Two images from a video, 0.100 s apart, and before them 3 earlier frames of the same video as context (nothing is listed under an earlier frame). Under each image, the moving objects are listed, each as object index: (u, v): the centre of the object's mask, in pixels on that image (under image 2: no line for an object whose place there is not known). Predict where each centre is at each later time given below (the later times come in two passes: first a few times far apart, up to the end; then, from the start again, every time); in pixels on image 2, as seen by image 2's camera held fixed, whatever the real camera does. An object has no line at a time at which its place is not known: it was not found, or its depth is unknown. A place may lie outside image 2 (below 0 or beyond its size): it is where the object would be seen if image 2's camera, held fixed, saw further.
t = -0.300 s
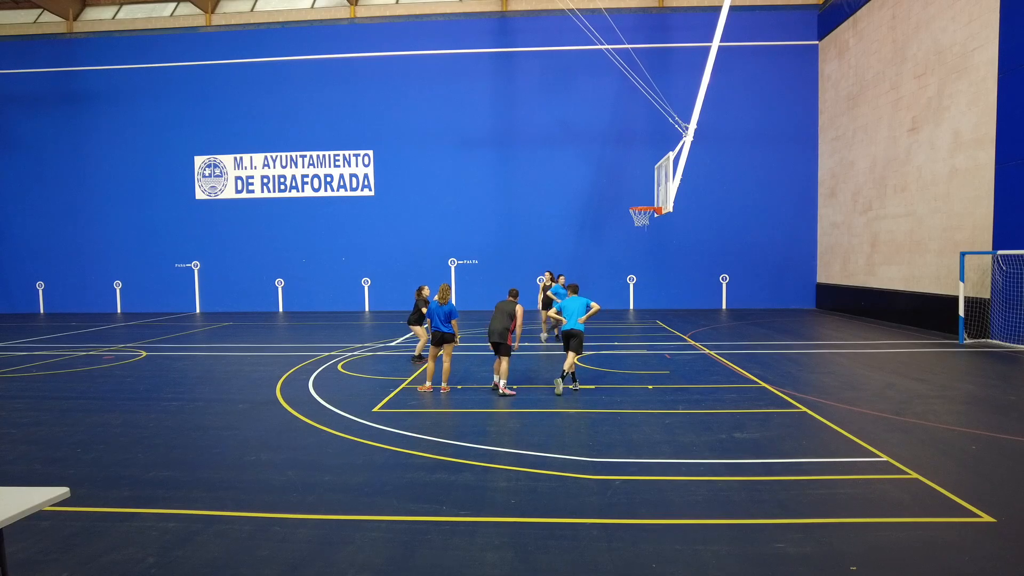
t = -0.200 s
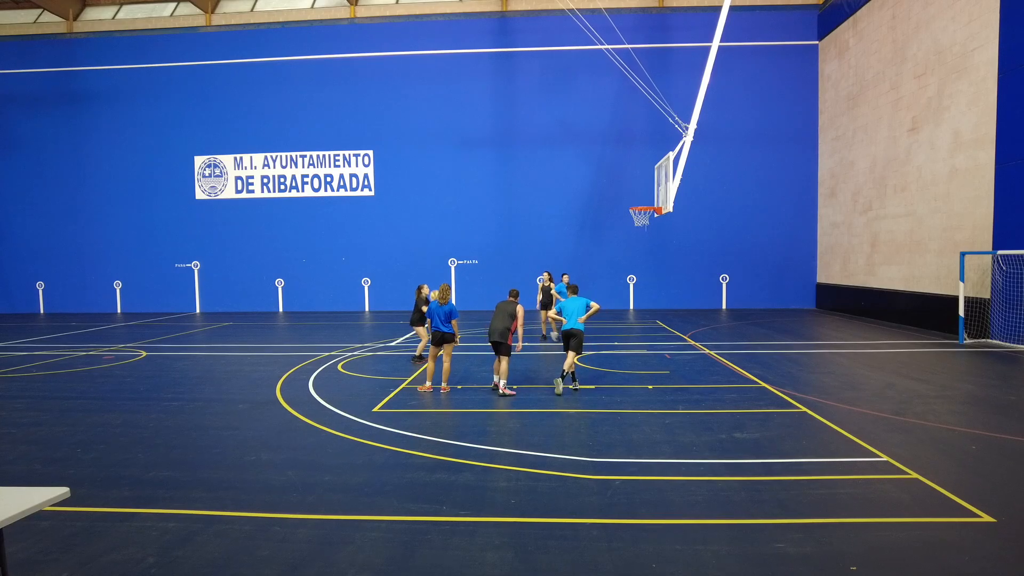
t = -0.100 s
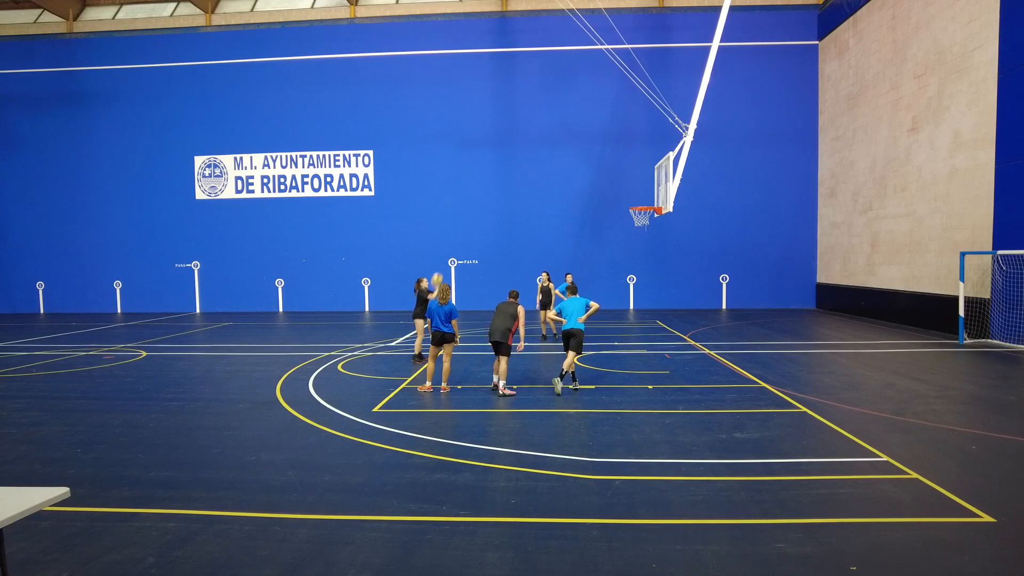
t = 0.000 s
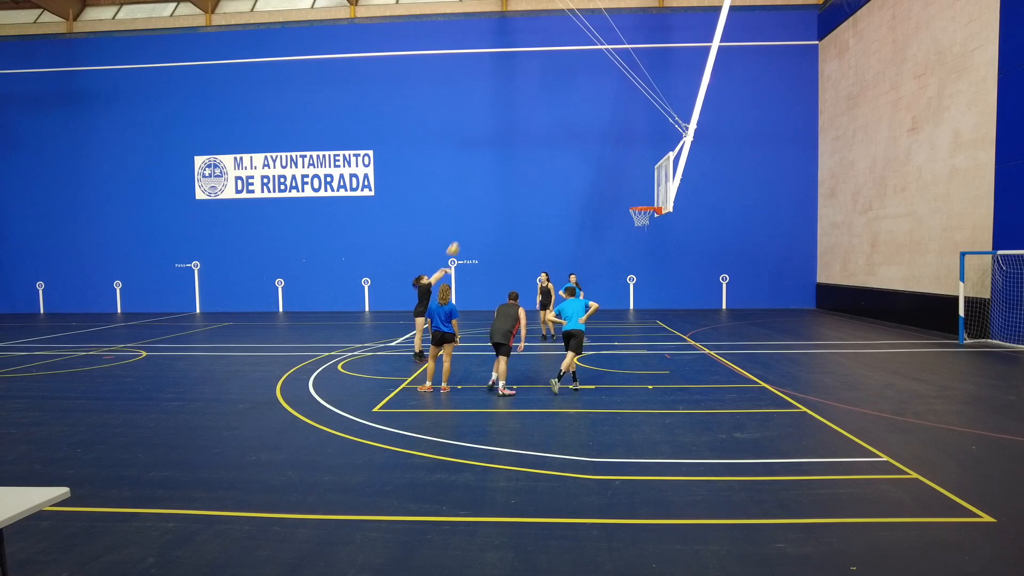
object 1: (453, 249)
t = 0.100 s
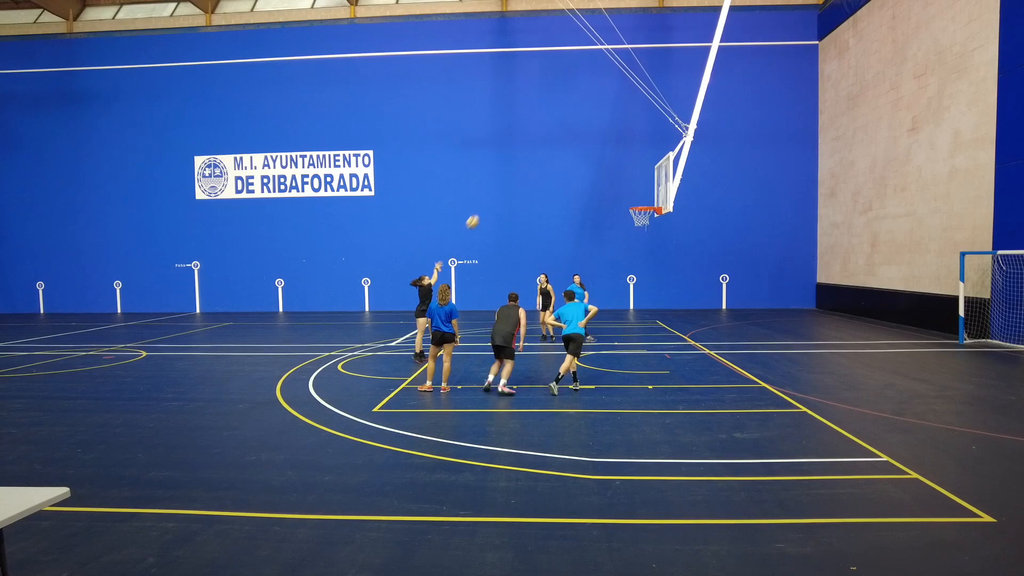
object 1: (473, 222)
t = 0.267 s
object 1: (505, 186)
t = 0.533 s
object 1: (558, 158)
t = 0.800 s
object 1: (611, 164)
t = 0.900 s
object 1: (631, 176)
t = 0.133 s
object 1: (479, 214)
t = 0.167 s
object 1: (486, 206)
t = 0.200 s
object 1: (492, 199)
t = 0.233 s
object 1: (499, 193)
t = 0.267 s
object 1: (505, 186)
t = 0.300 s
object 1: (512, 181)
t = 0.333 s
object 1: (519, 176)
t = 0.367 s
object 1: (525, 172)
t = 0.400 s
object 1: (532, 168)
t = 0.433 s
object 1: (538, 164)
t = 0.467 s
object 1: (545, 161)
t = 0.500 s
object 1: (552, 159)
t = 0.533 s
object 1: (558, 158)
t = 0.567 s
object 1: (565, 156)
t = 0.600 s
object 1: (571, 156)
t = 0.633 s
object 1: (578, 156)
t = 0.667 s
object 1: (584, 156)
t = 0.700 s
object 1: (591, 158)
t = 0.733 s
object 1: (598, 159)
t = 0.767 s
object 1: (604, 161)
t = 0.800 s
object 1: (611, 164)
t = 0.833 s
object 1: (617, 167)
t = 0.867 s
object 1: (624, 171)
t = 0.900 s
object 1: (631, 176)
